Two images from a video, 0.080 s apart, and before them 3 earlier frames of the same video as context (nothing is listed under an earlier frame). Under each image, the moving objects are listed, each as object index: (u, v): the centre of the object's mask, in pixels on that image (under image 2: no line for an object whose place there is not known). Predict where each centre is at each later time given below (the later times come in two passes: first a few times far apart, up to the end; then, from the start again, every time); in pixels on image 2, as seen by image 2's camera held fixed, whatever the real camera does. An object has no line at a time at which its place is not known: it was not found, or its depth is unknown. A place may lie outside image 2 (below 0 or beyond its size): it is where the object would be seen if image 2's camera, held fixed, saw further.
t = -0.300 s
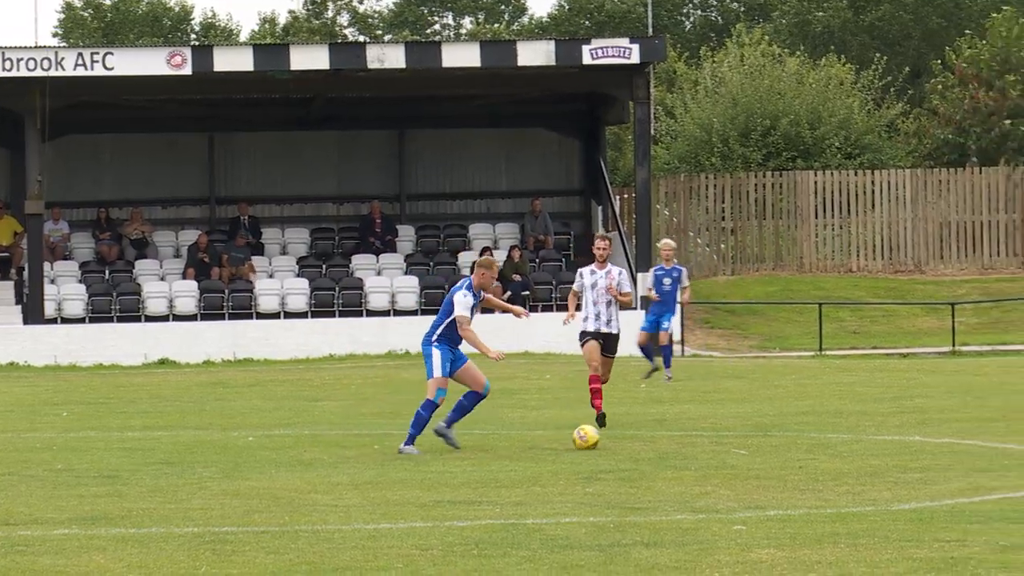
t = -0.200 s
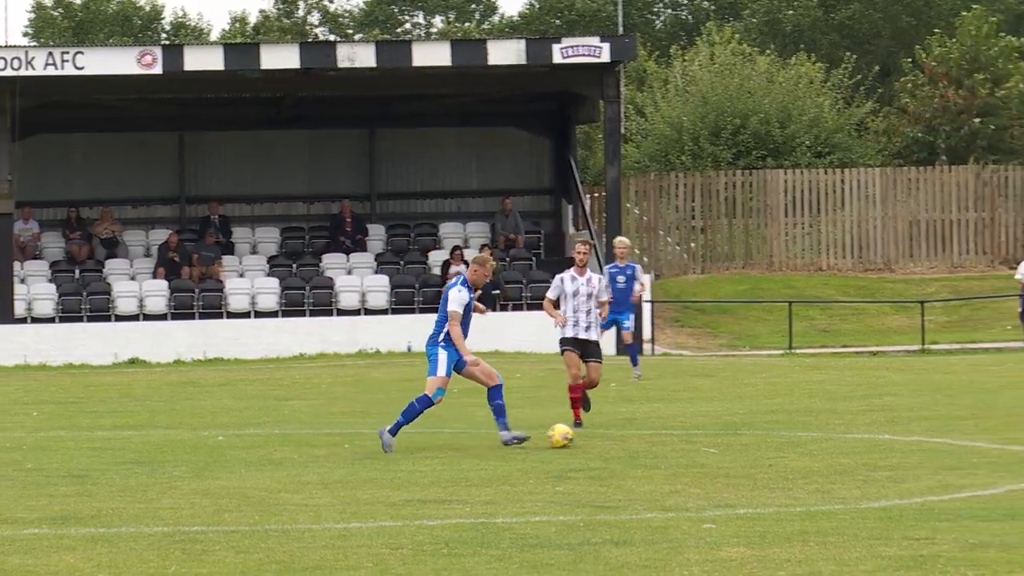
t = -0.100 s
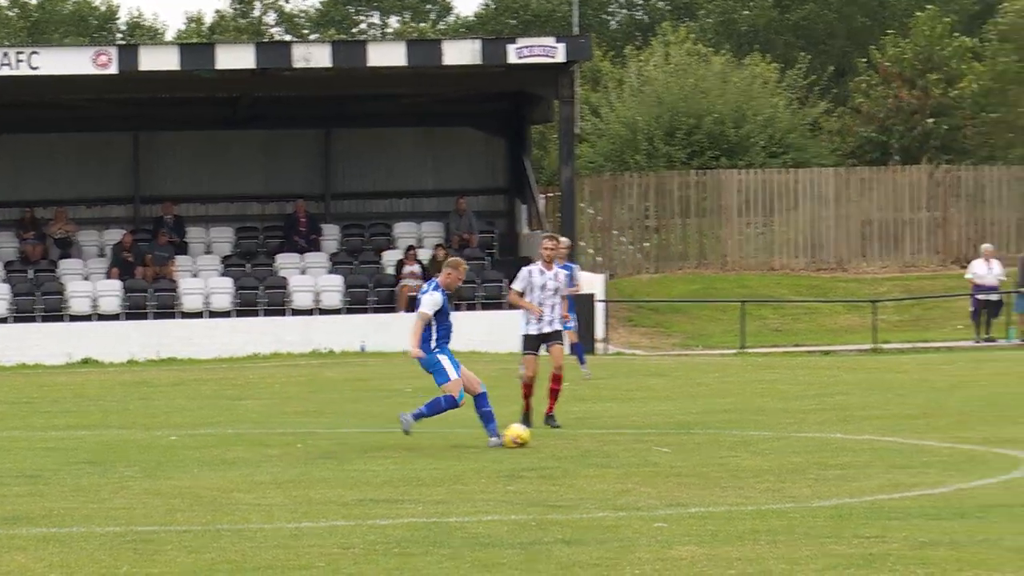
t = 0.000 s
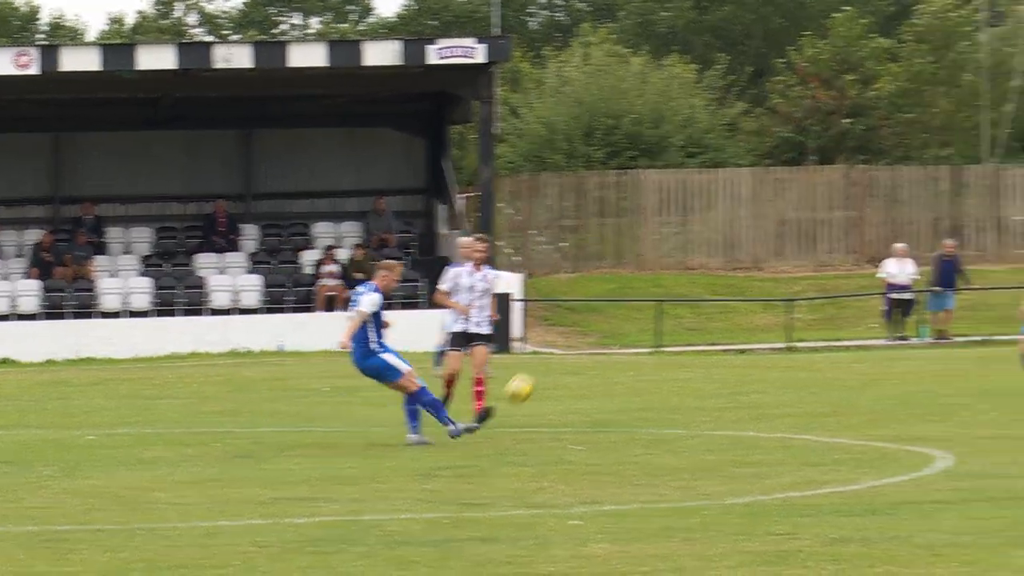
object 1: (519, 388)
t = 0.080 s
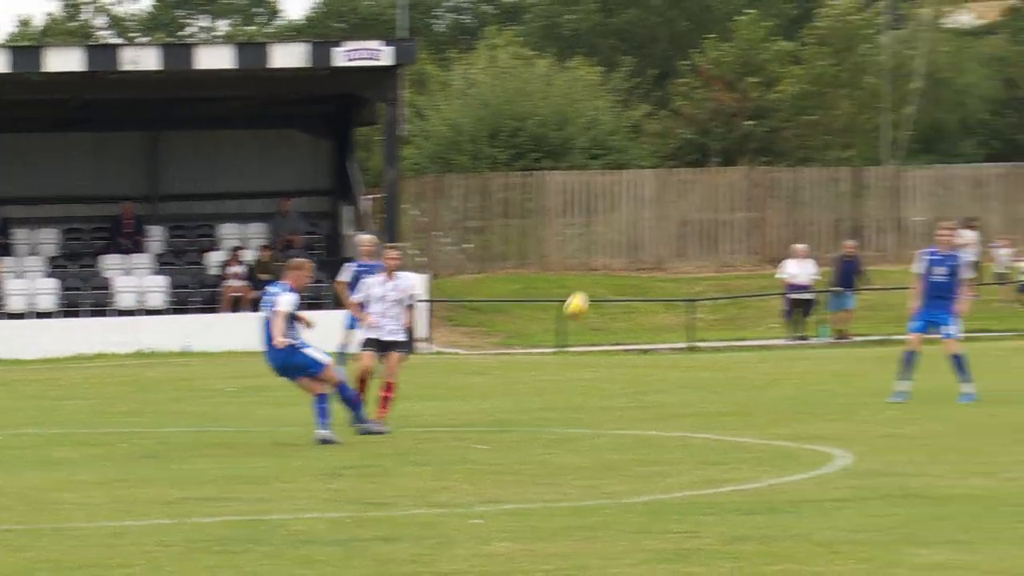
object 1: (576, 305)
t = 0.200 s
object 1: (791, 195)
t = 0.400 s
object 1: (1110, 50)
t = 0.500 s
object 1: (1269, -15)
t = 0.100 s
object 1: (613, 286)
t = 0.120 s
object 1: (650, 268)
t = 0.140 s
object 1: (686, 249)
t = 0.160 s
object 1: (721, 231)
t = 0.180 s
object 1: (757, 213)
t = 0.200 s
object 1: (791, 195)
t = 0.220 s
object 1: (815, 182)
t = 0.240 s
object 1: (849, 166)
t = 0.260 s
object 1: (882, 151)
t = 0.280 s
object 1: (915, 137)
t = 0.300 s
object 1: (948, 122)
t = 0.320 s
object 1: (981, 107)
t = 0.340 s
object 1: (1013, 92)
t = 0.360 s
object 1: (1046, 78)
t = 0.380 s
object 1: (1078, 64)
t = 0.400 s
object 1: (1110, 50)
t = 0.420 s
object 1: (1142, 36)
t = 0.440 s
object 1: (1173, 23)
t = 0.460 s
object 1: (1206, 10)
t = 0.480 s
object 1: (1237, -2)
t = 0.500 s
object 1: (1269, -15)
